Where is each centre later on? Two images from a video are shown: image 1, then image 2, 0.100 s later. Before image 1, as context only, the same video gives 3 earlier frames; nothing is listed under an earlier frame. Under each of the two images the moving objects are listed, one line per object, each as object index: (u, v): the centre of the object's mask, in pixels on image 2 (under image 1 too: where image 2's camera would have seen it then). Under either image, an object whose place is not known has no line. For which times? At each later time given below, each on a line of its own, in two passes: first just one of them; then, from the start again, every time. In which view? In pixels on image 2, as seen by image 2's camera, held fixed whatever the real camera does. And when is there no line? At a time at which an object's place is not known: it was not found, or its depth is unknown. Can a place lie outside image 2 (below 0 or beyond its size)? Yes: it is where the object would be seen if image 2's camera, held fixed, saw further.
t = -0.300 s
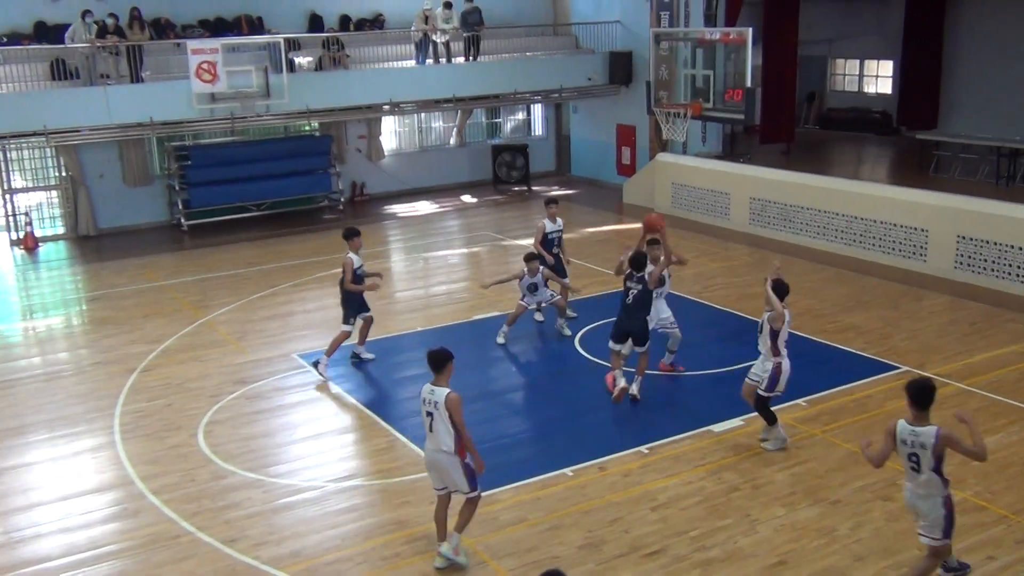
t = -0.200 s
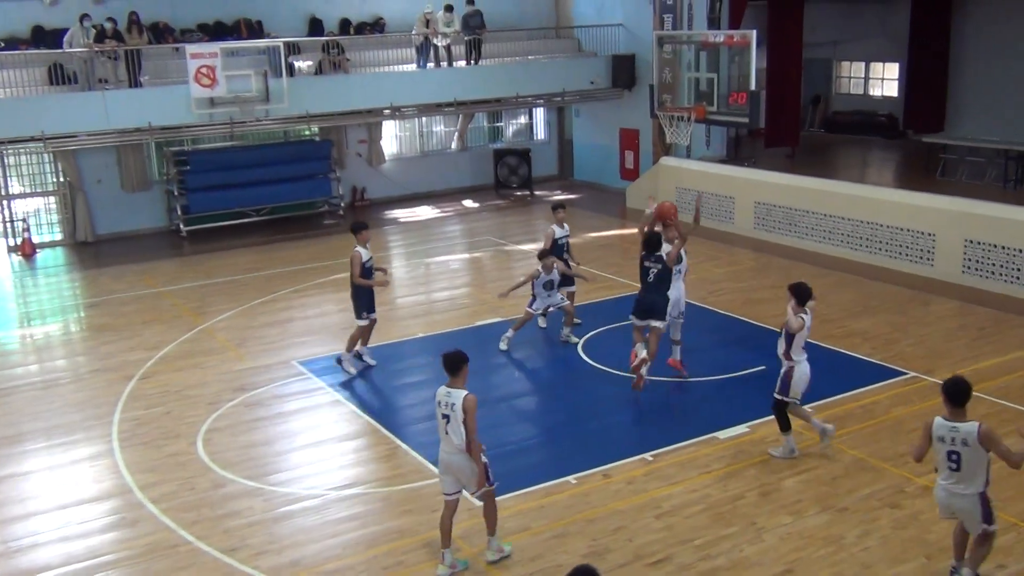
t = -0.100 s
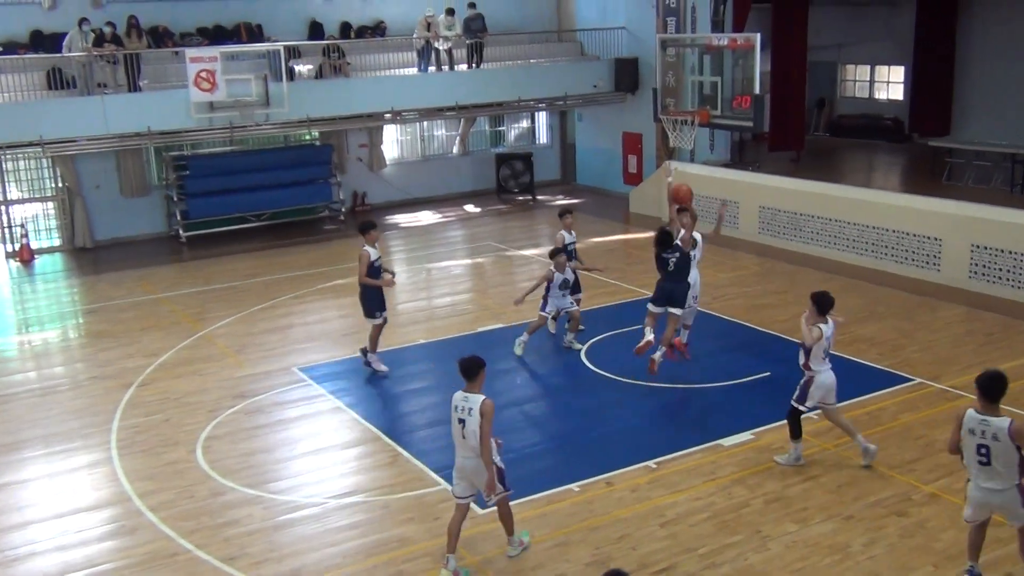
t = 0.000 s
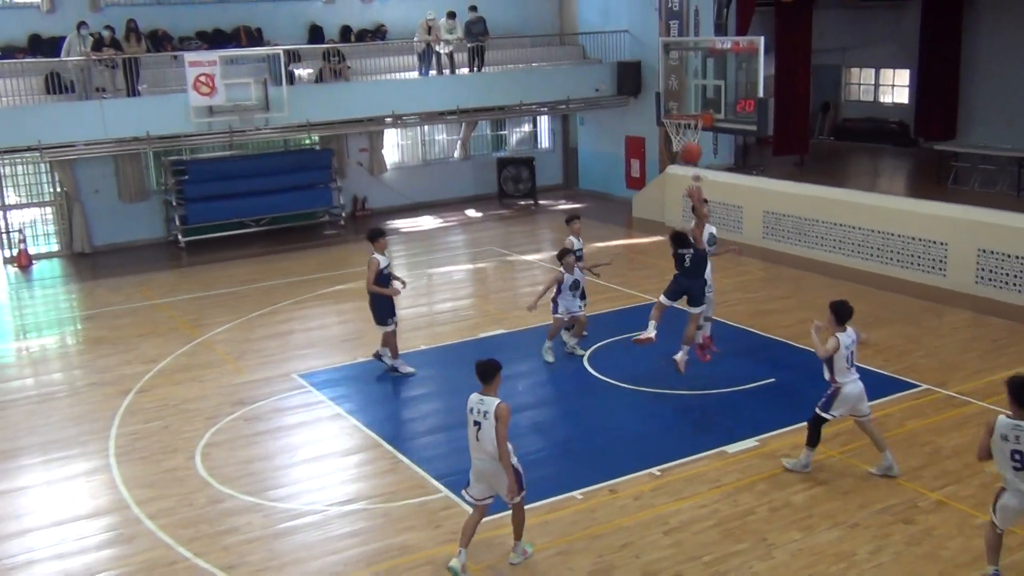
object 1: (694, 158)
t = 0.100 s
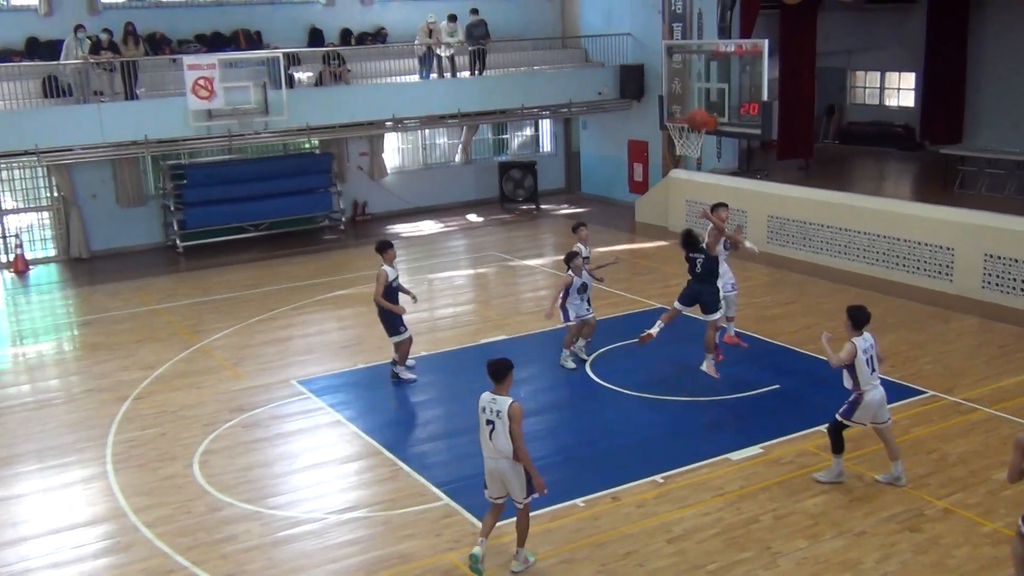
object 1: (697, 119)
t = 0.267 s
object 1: (705, 78)
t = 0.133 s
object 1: (700, 109)
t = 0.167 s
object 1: (701, 99)
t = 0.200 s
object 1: (702, 92)
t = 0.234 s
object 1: (704, 84)
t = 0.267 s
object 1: (705, 78)
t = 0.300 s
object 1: (707, 73)
